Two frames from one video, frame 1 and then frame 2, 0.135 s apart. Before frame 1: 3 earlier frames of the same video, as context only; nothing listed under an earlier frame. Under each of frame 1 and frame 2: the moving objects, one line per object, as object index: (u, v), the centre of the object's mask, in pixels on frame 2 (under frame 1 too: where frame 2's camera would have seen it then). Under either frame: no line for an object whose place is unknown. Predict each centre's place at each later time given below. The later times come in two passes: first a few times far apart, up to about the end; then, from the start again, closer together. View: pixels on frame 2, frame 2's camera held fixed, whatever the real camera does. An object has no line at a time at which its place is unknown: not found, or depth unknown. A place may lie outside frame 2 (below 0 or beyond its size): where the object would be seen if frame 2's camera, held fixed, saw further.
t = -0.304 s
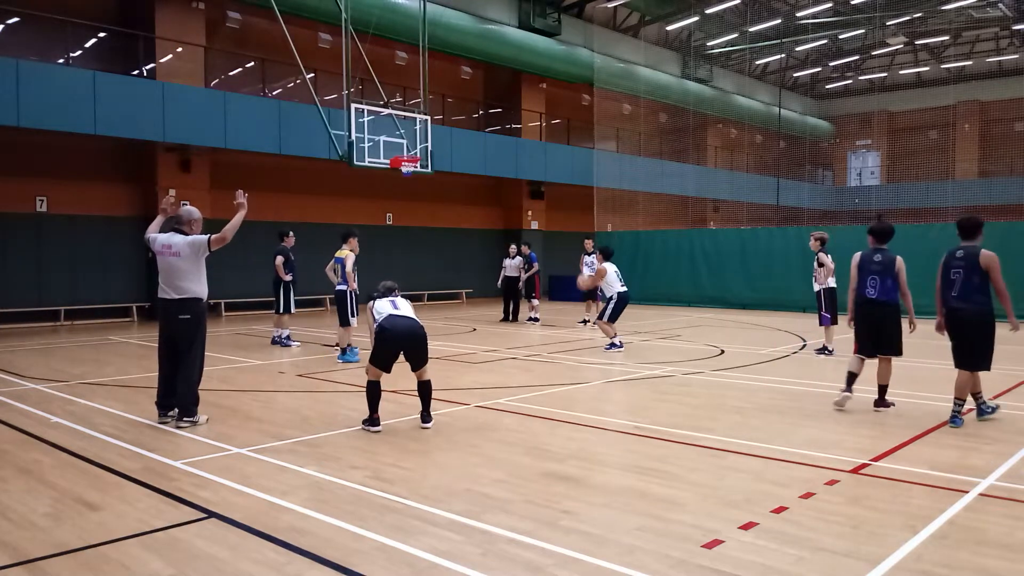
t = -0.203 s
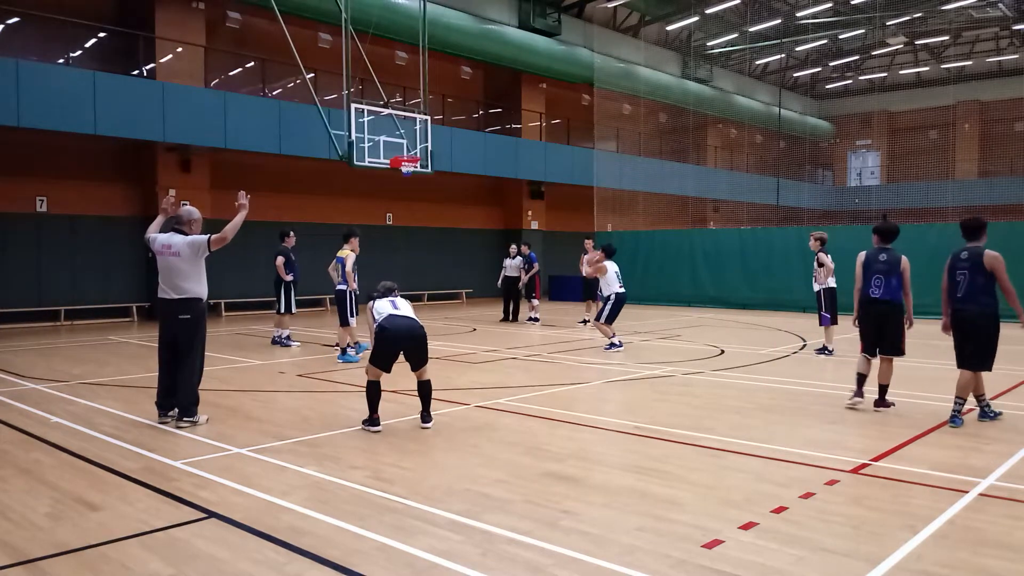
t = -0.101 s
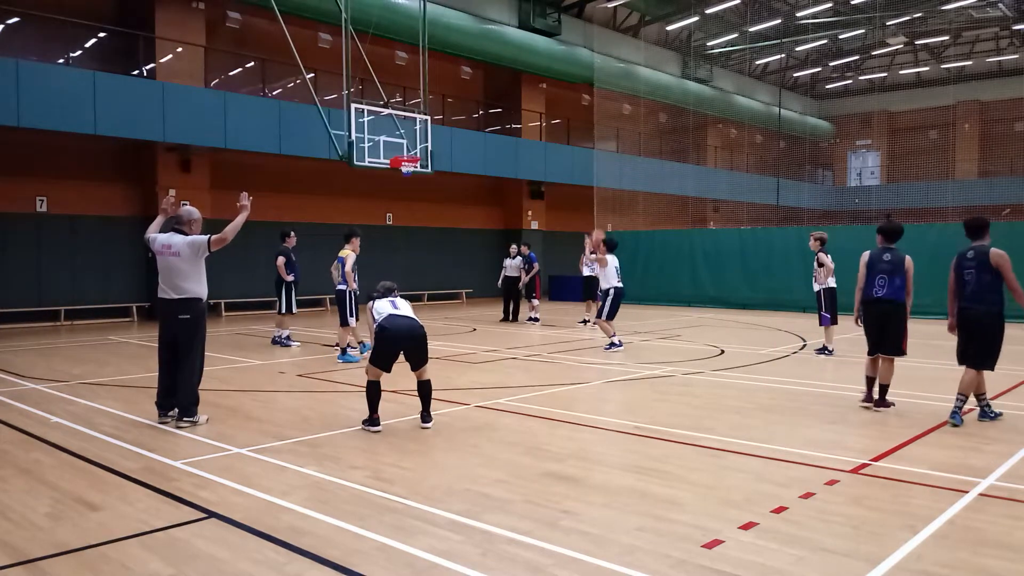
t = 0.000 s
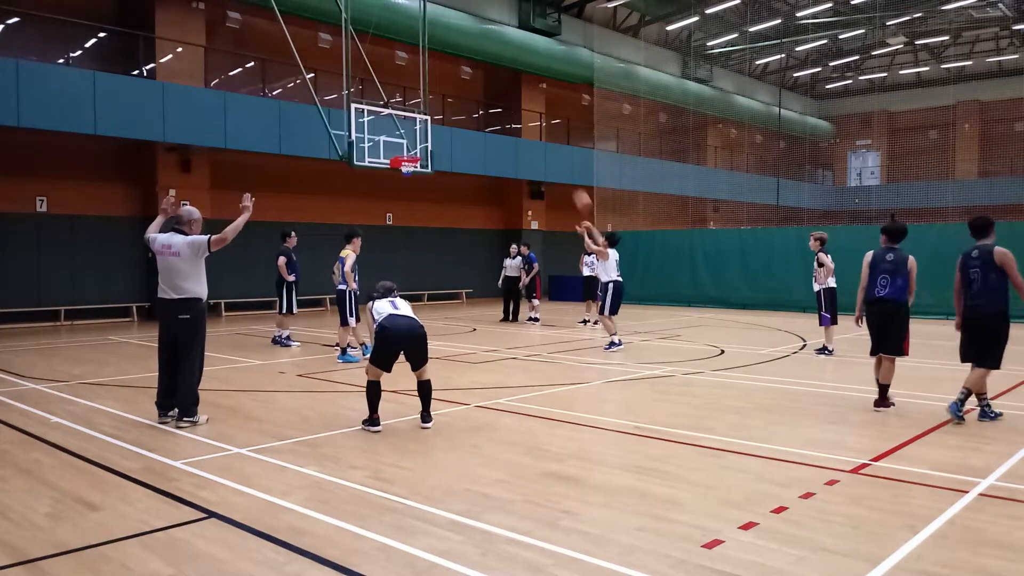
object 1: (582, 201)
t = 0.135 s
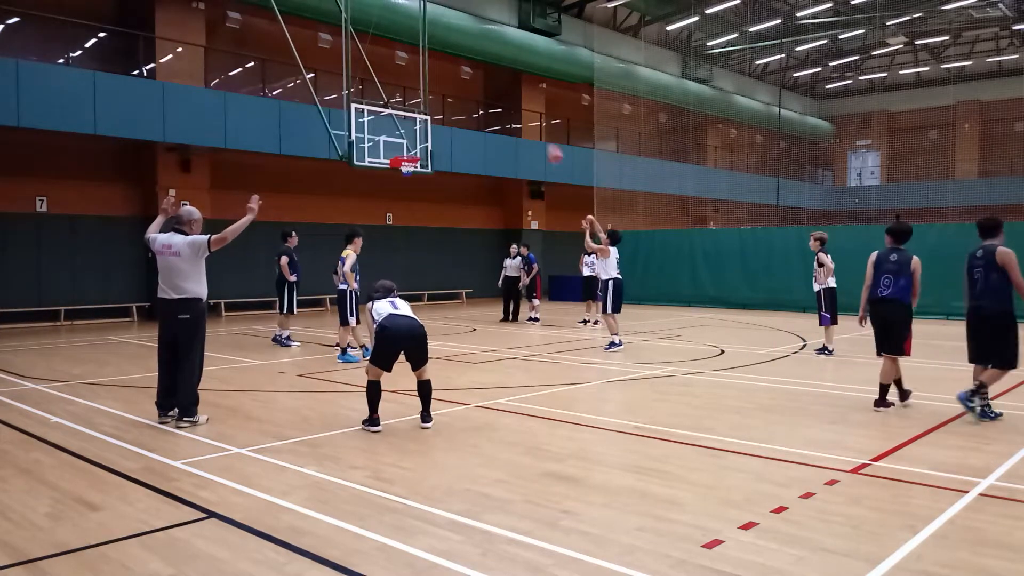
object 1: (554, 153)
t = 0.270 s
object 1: (526, 119)
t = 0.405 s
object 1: (503, 105)
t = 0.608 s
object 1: (469, 99)
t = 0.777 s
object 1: (443, 113)
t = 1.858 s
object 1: (384, 169)
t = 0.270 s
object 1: (526, 119)
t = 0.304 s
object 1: (520, 115)
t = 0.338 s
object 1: (515, 112)
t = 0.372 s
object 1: (509, 109)
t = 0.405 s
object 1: (503, 105)
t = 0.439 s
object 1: (497, 102)
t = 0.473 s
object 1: (491, 100)
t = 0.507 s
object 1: (485, 99)
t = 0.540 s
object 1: (480, 98)
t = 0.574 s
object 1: (474, 99)
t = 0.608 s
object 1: (469, 99)
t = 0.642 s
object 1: (463, 101)
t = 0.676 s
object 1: (458, 103)
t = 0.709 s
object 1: (453, 105)
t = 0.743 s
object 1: (448, 109)
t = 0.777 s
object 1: (443, 113)
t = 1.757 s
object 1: (388, 155)
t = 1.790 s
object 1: (387, 158)
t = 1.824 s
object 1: (386, 163)
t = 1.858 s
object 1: (384, 169)
